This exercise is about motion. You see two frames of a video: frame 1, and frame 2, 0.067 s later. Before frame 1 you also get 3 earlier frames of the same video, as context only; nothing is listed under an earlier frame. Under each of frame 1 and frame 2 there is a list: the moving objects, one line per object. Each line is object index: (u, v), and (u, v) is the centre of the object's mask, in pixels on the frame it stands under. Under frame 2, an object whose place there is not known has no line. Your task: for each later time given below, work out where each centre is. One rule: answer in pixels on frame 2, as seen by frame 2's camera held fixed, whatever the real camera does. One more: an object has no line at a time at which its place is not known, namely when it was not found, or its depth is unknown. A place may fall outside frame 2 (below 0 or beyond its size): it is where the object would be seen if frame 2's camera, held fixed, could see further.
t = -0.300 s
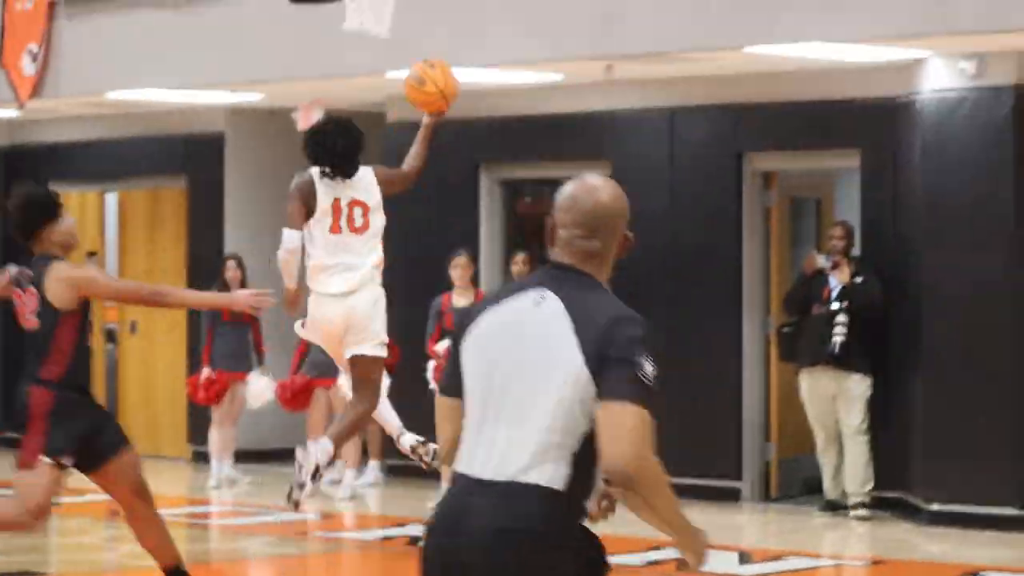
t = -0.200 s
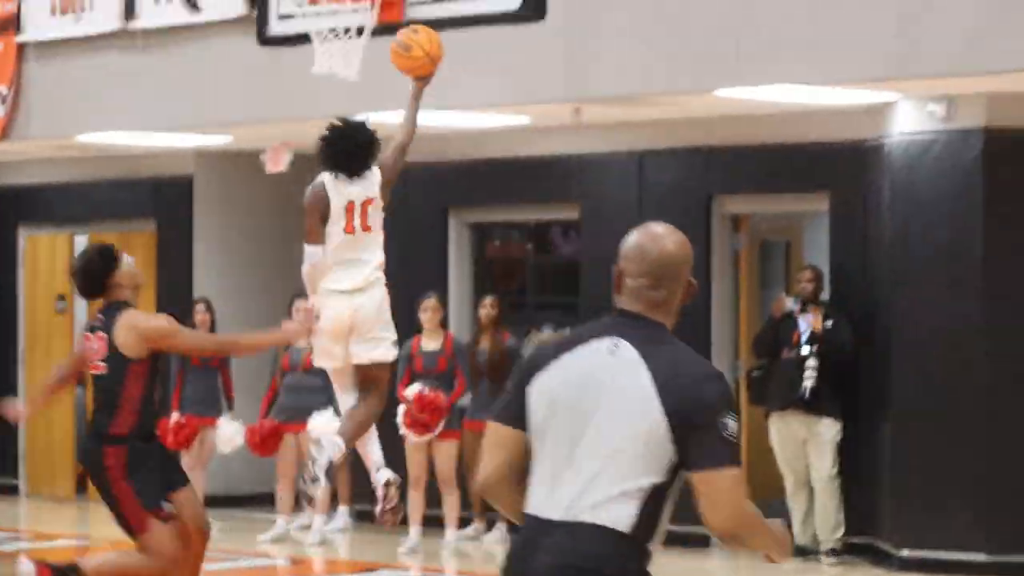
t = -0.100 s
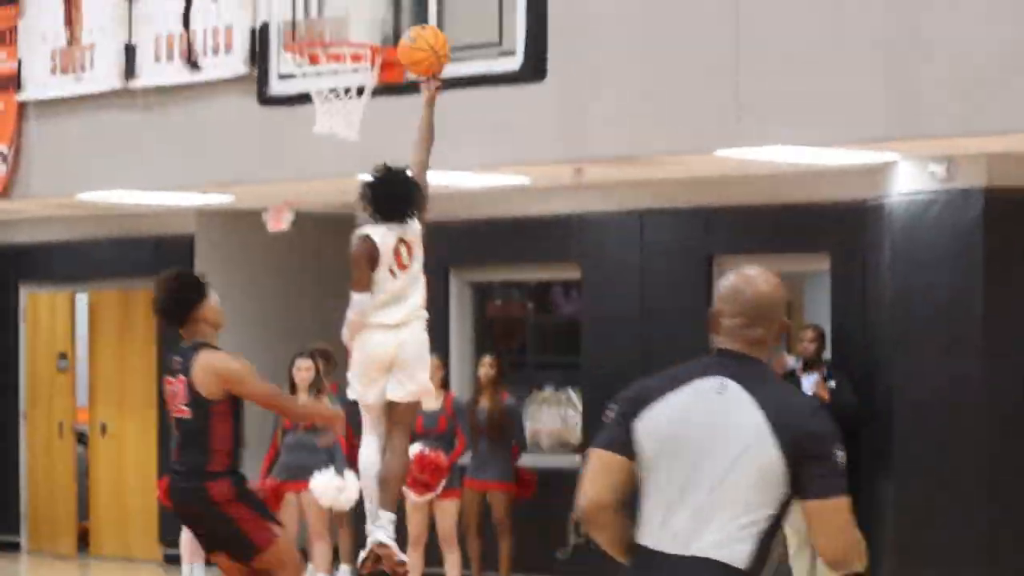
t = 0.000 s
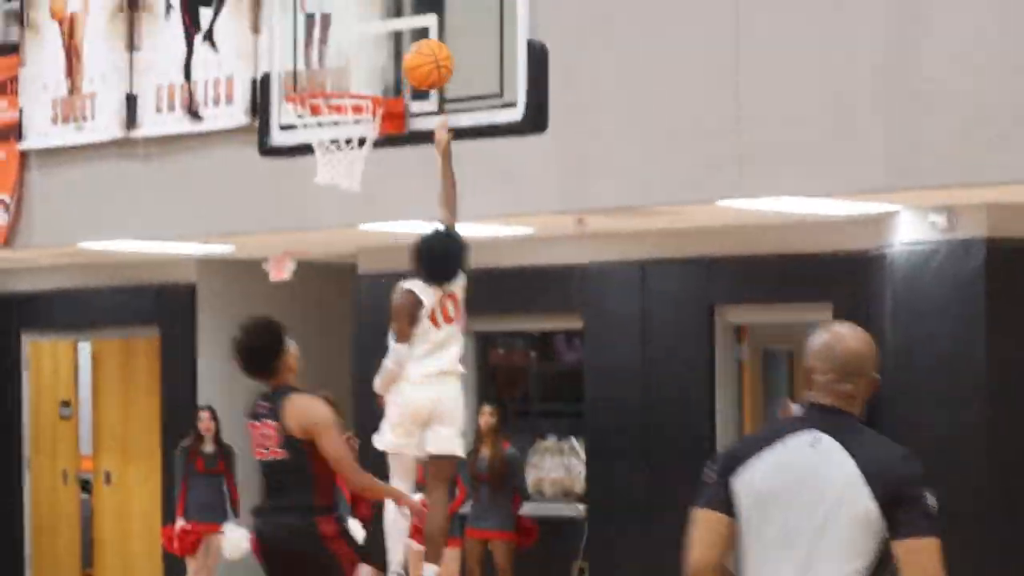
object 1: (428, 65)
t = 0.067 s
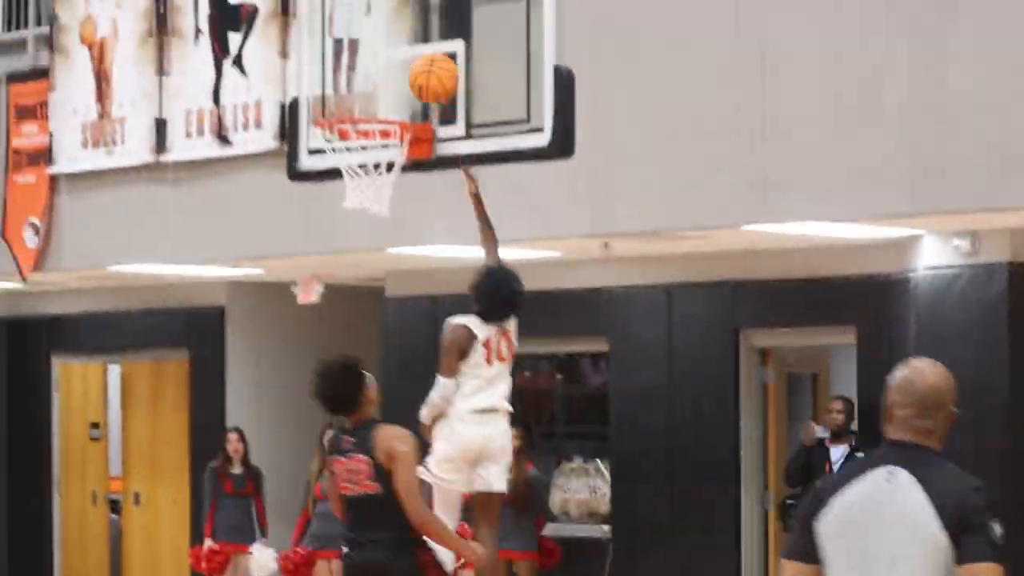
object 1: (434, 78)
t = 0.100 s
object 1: (423, 77)
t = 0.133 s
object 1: (411, 77)
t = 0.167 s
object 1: (400, 79)
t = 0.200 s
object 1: (388, 84)
